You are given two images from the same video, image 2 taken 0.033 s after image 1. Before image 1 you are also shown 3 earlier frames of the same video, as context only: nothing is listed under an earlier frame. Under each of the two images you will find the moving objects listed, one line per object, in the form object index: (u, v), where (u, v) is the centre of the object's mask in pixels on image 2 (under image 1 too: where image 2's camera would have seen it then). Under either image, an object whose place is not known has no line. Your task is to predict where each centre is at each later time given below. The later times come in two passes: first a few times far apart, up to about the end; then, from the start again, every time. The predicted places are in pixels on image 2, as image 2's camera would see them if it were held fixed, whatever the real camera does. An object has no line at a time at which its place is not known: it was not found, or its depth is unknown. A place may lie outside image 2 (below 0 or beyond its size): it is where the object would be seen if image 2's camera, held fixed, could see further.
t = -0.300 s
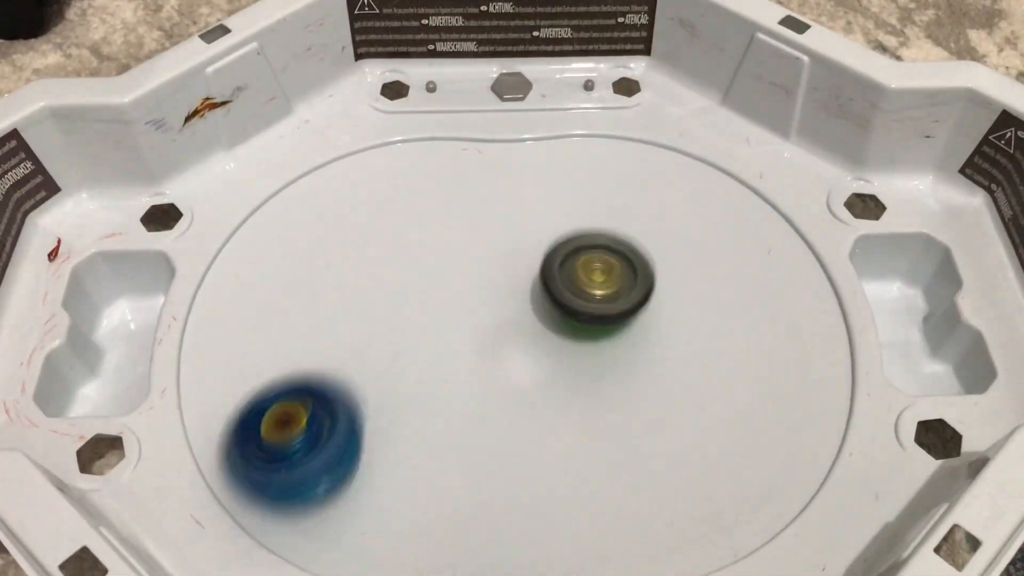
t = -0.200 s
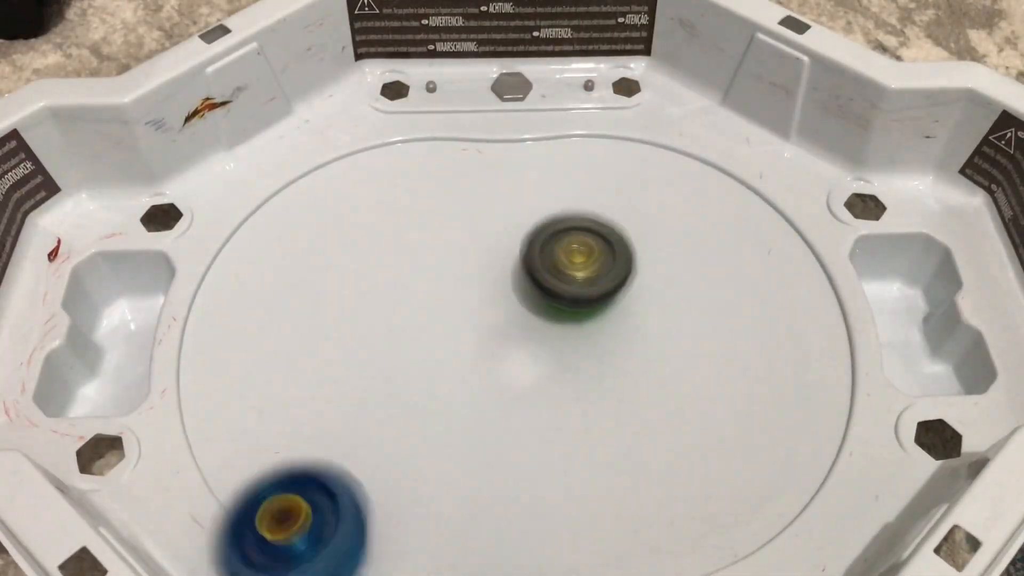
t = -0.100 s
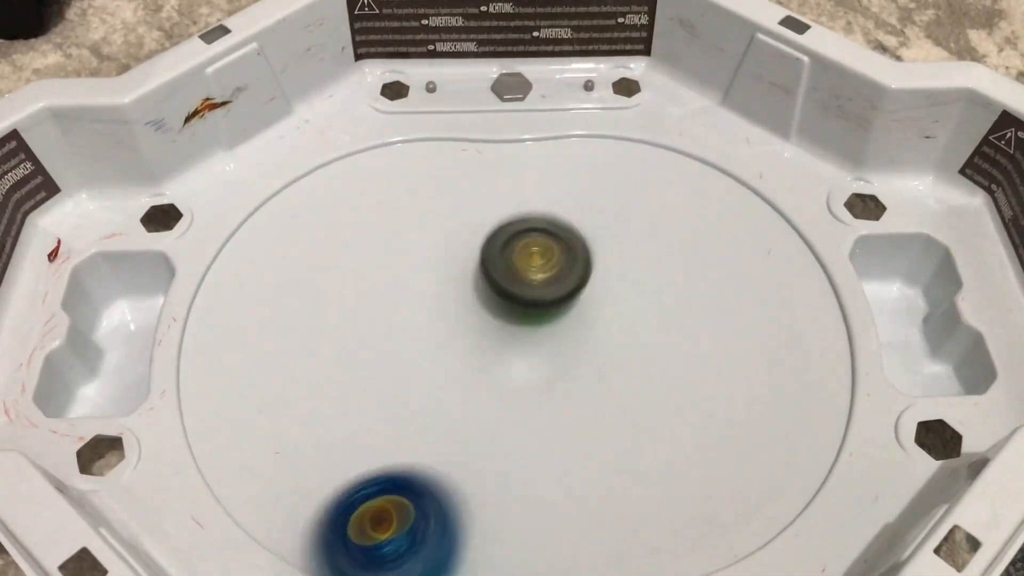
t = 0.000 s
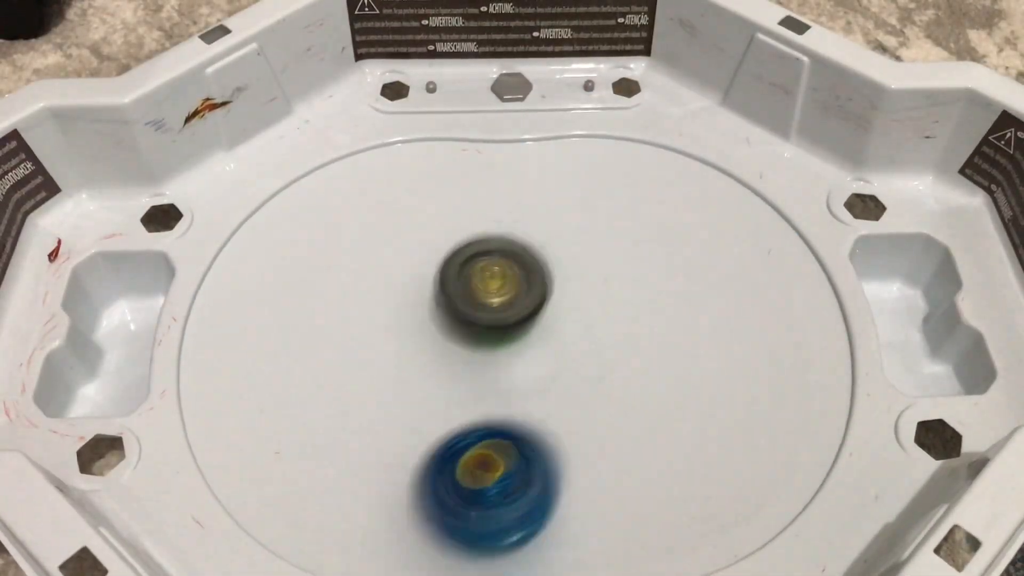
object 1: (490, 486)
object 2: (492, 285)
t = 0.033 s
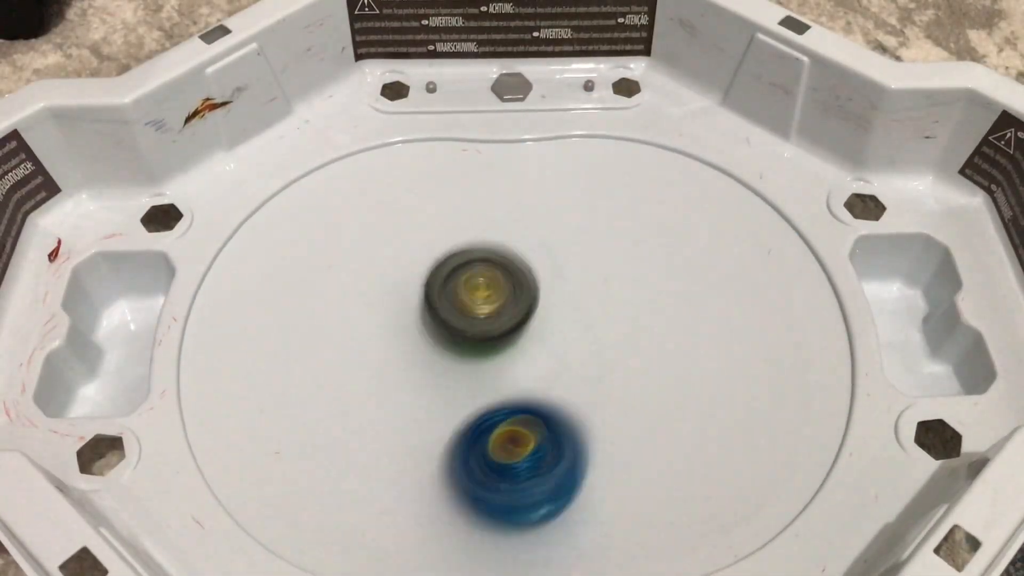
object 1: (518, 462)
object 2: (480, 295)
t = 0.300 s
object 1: (624, 259)
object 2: (452, 330)
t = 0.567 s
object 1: (509, 218)
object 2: (460, 314)
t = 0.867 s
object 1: (407, 214)
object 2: (409, 419)
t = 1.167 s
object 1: (391, 286)
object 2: (544, 333)
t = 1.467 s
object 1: (502, 253)
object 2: (616, 304)
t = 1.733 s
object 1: (427, 199)
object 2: (576, 299)
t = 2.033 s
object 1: (379, 326)
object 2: (545, 293)
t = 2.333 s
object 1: (532, 409)
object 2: (639, 307)
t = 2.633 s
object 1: (654, 396)
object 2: (602, 252)
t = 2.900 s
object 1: (602, 350)
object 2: (474, 228)
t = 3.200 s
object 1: (546, 420)
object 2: (367, 273)
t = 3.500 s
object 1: (606, 369)
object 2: (436, 350)
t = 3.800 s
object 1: (561, 270)
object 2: (437, 312)
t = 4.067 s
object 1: (513, 273)
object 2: (388, 331)
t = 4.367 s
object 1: (632, 304)
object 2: (311, 362)
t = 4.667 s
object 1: (634, 299)
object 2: (381, 328)
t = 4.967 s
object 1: (575, 371)
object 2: (430, 268)
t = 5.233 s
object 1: (614, 429)
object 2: (454, 273)
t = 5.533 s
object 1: (591, 378)
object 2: (478, 264)
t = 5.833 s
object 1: (485, 388)
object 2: (433, 241)
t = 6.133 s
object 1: (407, 407)
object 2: (432, 261)
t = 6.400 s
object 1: (456, 399)
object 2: (458, 284)
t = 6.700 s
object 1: (477, 364)
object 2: (505, 253)
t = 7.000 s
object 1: (446, 347)
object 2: (564, 281)
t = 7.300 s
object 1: (422, 324)
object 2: (577, 343)
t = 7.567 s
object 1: (429, 314)
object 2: (560, 356)
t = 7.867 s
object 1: (425, 271)
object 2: (560, 341)
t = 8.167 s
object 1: (426, 284)
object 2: (576, 311)
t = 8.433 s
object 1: (418, 274)
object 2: (675, 352)
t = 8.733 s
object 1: (428, 289)
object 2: (614, 357)
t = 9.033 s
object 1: (453, 266)
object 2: (510, 375)
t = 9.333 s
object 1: (474, 233)
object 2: (456, 339)
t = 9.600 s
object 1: (514, 247)
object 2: (468, 346)
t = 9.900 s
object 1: (590, 330)
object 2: (425, 369)
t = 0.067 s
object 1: (545, 436)
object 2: (467, 303)
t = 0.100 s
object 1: (569, 409)
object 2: (455, 313)
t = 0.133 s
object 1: (589, 381)
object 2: (447, 319)
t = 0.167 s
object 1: (605, 353)
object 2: (442, 323)
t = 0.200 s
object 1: (617, 327)
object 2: (440, 327)
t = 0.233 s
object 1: (623, 301)
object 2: (442, 329)
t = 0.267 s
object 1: (625, 279)
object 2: (446, 330)
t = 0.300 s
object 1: (624, 259)
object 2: (452, 330)
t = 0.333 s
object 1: (619, 241)
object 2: (459, 330)
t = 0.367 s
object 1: (610, 228)
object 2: (467, 329)
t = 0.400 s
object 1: (598, 218)
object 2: (475, 325)
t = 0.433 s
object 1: (584, 211)
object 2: (478, 322)
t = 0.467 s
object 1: (567, 208)
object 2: (475, 320)
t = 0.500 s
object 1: (549, 208)
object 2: (469, 317)
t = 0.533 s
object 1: (529, 212)
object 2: (463, 315)
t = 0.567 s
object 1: (509, 218)
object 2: (460, 314)
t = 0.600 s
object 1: (489, 225)
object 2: (456, 317)
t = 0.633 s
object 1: (479, 222)
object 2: (439, 333)
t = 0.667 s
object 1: (471, 213)
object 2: (423, 353)
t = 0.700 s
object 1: (462, 206)
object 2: (410, 370)
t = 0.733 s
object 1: (452, 203)
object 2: (400, 385)
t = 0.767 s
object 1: (441, 202)
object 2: (394, 399)
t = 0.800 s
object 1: (430, 204)
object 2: (395, 408)
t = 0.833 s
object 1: (418, 207)
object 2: (399, 416)
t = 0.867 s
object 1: (407, 214)
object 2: (409, 419)
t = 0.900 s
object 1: (397, 221)
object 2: (423, 417)
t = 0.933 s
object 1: (387, 230)
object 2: (437, 413)
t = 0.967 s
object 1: (380, 240)
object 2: (454, 404)
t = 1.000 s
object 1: (374, 249)
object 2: (470, 393)
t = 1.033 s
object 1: (371, 259)
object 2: (486, 380)
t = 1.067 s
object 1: (372, 268)
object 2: (501, 367)
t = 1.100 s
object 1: (375, 275)
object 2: (516, 353)
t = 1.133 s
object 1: (382, 281)
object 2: (531, 340)
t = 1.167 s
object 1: (391, 286)
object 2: (544, 333)
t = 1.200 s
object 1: (404, 290)
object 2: (558, 330)
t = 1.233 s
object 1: (419, 292)
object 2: (572, 327)
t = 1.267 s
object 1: (435, 293)
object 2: (582, 323)
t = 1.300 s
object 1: (452, 292)
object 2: (593, 315)
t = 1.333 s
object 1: (470, 290)
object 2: (596, 310)
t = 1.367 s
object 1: (481, 283)
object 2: (601, 308)
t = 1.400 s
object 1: (490, 274)
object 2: (609, 307)
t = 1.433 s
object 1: (499, 265)
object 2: (612, 305)
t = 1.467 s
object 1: (502, 253)
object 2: (616, 304)
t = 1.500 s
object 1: (499, 238)
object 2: (624, 308)
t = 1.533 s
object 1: (493, 223)
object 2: (628, 310)
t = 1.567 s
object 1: (486, 212)
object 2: (629, 310)
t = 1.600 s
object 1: (477, 204)
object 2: (625, 311)
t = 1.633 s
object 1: (467, 199)
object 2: (619, 308)
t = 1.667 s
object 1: (455, 197)
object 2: (607, 307)
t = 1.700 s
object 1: (442, 197)
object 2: (594, 302)
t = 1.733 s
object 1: (427, 199)
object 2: (576, 299)
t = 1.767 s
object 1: (411, 204)
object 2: (561, 295)
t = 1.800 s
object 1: (398, 213)
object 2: (543, 291)
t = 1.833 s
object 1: (389, 226)
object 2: (529, 289)
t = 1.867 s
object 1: (385, 244)
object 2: (514, 287)
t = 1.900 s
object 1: (384, 261)
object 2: (506, 282)
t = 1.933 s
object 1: (377, 278)
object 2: (510, 284)
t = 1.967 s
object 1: (374, 295)
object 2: (520, 287)
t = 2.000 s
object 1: (373, 310)
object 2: (531, 289)
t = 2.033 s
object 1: (379, 326)
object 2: (545, 293)
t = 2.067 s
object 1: (389, 342)
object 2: (560, 295)
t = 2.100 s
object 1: (405, 358)
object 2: (572, 300)
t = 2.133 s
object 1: (424, 370)
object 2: (587, 302)
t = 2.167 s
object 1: (446, 381)
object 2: (597, 306)
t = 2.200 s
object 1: (469, 389)
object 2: (606, 309)
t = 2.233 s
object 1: (494, 395)
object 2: (610, 313)
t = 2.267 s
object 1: (518, 397)
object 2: (613, 318)
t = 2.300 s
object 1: (525, 404)
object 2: (626, 313)
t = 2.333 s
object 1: (532, 409)
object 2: (639, 307)
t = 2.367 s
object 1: (543, 413)
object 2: (647, 301)
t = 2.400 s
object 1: (556, 414)
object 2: (651, 295)
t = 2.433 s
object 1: (571, 412)
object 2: (652, 293)
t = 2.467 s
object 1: (586, 411)
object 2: (648, 291)
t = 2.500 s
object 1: (603, 406)
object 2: (642, 292)
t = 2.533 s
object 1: (619, 403)
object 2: (633, 287)
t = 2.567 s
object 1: (632, 405)
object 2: (625, 270)
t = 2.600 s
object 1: (644, 403)
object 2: (616, 262)
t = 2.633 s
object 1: (654, 396)
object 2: (602, 252)
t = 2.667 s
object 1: (659, 387)
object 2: (591, 243)
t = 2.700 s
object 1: (659, 375)
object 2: (578, 243)
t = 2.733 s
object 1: (655, 363)
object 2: (561, 243)
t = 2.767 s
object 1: (645, 350)
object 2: (550, 244)
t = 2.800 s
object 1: (630, 338)
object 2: (538, 248)
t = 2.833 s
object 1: (614, 330)
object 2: (526, 252)
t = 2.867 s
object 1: (610, 339)
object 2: (502, 238)
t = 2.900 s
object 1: (602, 350)
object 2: (474, 228)
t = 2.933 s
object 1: (592, 360)
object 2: (449, 221)
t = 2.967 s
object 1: (581, 370)
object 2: (430, 219)
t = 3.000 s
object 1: (571, 380)
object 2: (410, 221)
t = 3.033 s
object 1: (561, 390)
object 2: (393, 222)
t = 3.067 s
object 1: (554, 398)
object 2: (380, 231)
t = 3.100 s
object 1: (549, 405)
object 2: (372, 237)
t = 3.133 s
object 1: (545, 412)
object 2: (366, 248)
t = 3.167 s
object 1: (544, 416)
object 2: (364, 258)
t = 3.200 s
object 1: (546, 420)
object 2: (367, 273)
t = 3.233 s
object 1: (549, 423)
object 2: (371, 285)
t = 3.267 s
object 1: (553, 423)
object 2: (379, 299)
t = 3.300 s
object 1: (560, 422)
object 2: (391, 311)
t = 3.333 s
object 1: (567, 419)
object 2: (402, 324)
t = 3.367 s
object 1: (572, 413)
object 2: (415, 334)
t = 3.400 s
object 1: (576, 402)
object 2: (430, 343)
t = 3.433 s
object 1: (577, 389)
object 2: (446, 353)
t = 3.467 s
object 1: (588, 379)
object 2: (446, 352)
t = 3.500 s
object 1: (606, 369)
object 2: (436, 350)
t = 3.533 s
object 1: (621, 357)
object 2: (429, 345)
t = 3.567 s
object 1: (629, 344)
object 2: (422, 341)
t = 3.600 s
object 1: (631, 331)
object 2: (419, 335)
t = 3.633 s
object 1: (629, 317)
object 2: (417, 331)
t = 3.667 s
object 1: (622, 305)
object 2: (419, 325)
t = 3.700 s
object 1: (611, 293)
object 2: (421, 322)
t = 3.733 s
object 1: (596, 283)
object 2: (425, 317)
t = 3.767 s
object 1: (579, 275)
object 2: (430, 316)
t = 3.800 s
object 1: (561, 270)
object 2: (437, 312)
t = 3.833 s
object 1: (549, 264)
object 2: (438, 311)
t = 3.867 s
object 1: (547, 257)
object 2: (424, 312)
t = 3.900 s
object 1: (543, 254)
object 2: (415, 313)
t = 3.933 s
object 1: (537, 254)
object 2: (408, 316)
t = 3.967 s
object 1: (528, 256)
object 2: (404, 320)
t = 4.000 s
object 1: (518, 261)
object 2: (402, 324)
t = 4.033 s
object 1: (507, 268)
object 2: (403, 326)
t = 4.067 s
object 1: (513, 273)
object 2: (388, 331)
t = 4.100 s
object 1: (530, 276)
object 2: (361, 340)
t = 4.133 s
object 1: (546, 281)
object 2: (341, 347)
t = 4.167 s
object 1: (562, 287)
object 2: (328, 353)
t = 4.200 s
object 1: (577, 293)
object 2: (319, 358)
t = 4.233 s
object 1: (591, 297)
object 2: (313, 363)
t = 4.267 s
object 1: (603, 300)
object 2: (310, 365)
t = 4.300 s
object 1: (614, 302)
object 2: (308, 365)
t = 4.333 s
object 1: (624, 304)
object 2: (309, 363)
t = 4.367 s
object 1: (632, 304)
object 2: (311, 362)
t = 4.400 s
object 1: (639, 304)
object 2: (315, 362)
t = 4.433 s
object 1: (644, 304)
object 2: (320, 360)
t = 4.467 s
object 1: (649, 302)
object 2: (326, 355)
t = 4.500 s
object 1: (652, 301)
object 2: (334, 349)
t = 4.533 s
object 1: (652, 300)
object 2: (342, 348)
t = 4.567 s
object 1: (651, 300)
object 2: (352, 342)
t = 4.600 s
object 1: (648, 299)
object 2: (361, 338)
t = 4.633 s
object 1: (642, 299)
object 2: (370, 333)
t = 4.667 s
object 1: (634, 299)
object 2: (381, 328)
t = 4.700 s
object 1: (624, 300)
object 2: (392, 324)
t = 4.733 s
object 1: (612, 303)
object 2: (404, 320)
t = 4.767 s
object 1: (601, 306)
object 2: (415, 315)
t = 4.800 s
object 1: (589, 311)
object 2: (427, 311)
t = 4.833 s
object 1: (576, 317)
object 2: (437, 308)
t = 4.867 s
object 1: (568, 327)
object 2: (441, 301)
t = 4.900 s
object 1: (573, 342)
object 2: (435, 287)
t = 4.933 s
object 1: (574, 357)
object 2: (431, 277)
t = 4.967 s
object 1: (575, 371)
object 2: (430, 268)
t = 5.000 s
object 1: (577, 384)
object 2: (429, 263)
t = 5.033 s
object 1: (579, 396)
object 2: (430, 261)
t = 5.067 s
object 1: (583, 406)
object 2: (432, 259)
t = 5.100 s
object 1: (588, 413)
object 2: (435, 260)
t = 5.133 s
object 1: (593, 420)
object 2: (438, 261)
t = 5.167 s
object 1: (600, 425)
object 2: (442, 266)
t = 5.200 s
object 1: (607, 428)
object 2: (448, 269)
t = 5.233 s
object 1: (614, 429)
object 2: (454, 273)
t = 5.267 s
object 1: (618, 428)
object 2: (460, 279)
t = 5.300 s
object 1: (623, 421)
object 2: (466, 284)
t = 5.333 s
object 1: (624, 414)
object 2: (472, 291)
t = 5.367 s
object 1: (621, 405)
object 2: (478, 296)
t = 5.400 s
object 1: (616, 396)
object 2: (484, 300)
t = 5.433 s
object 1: (608, 385)
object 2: (488, 305)
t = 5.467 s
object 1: (596, 374)
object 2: (491, 304)
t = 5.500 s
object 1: (594, 374)
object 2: (489, 284)
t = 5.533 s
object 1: (591, 378)
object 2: (478, 264)
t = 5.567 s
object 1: (582, 381)
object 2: (469, 247)
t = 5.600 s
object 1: (571, 383)
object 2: (462, 237)
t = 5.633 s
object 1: (557, 384)
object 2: (455, 230)
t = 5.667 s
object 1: (544, 386)
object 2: (449, 228)
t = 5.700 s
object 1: (532, 387)
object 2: (444, 229)
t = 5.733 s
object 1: (518, 388)
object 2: (441, 231)
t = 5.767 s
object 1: (506, 389)
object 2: (438, 233)
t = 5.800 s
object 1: (494, 389)
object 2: (435, 236)
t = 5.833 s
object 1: (485, 388)
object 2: (433, 241)
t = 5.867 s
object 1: (476, 386)
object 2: (432, 246)
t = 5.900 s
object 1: (467, 383)
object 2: (430, 250)
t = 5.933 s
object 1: (456, 380)
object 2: (429, 255)
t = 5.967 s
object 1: (445, 378)
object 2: (427, 259)
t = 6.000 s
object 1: (435, 378)
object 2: (426, 266)
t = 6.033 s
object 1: (424, 386)
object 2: (428, 263)
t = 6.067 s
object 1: (418, 394)
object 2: (430, 259)
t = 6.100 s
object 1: (411, 401)
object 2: (432, 258)
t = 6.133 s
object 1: (407, 407)
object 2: (432, 261)
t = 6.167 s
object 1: (408, 414)
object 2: (434, 263)
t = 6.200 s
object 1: (412, 417)
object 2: (435, 266)
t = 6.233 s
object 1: (419, 417)
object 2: (438, 270)
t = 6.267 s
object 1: (425, 415)
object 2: (440, 274)
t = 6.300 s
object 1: (432, 412)
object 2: (444, 277)
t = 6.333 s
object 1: (440, 405)
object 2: (448, 281)
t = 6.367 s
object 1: (449, 402)
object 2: (453, 285)
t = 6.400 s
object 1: (456, 399)
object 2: (458, 284)
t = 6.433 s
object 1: (462, 396)
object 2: (464, 280)
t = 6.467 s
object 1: (467, 392)
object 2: (469, 278)
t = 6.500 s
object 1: (470, 392)
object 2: (476, 268)
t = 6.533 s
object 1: (472, 390)
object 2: (484, 259)
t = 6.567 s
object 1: (473, 387)
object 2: (490, 255)
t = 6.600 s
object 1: (475, 383)
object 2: (495, 250)
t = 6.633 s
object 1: (477, 377)
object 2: (499, 248)
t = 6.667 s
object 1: (477, 371)
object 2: (502, 249)
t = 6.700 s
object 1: (477, 364)
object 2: (505, 253)
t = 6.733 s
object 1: (473, 363)
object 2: (514, 250)
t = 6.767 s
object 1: (468, 362)
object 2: (522, 248)
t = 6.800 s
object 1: (463, 361)
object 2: (530, 246)
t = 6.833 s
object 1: (458, 359)
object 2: (536, 247)
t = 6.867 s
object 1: (454, 357)
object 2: (543, 251)
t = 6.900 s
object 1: (452, 354)
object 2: (550, 258)
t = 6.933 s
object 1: (449, 352)
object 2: (556, 264)
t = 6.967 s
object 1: (447, 349)
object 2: (561, 271)
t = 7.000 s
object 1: (446, 347)
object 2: (564, 281)
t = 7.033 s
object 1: (445, 345)
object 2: (567, 288)
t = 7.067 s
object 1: (443, 342)
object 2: (569, 299)
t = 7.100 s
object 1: (444, 339)
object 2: (570, 305)
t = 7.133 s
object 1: (442, 336)
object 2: (571, 311)
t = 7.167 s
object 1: (437, 333)
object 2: (575, 320)
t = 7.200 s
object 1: (432, 329)
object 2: (577, 328)
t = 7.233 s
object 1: (427, 327)
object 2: (580, 331)
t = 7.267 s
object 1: (424, 326)
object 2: (580, 338)
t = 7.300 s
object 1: (422, 324)
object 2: (577, 343)
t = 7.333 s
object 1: (420, 324)
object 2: (573, 348)
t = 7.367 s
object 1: (420, 324)
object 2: (570, 350)
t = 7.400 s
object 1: (422, 323)
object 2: (569, 350)
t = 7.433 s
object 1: (424, 323)
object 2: (561, 351)
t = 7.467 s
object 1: (427, 323)
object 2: (556, 353)
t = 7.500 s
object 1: (431, 322)
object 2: (554, 352)
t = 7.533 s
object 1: (430, 318)
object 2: (559, 354)
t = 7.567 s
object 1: (429, 314)
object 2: (560, 356)
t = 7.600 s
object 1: (430, 311)
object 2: (559, 356)
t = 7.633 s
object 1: (432, 308)
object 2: (561, 353)
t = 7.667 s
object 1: (433, 306)
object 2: (561, 351)
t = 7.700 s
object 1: (436, 303)
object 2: (558, 349)
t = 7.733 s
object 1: (440, 300)
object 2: (552, 346)
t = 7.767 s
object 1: (437, 291)
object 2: (557, 346)
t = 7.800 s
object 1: (434, 283)
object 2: (562, 346)
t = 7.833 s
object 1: (429, 276)
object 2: (562, 344)
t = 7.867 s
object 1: (425, 271)
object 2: (560, 341)
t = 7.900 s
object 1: (420, 266)
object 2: (561, 337)
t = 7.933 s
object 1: (416, 264)
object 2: (561, 333)
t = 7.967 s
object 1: (414, 264)
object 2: (562, 329)
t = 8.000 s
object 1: (413, 264)
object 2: (564, 328)
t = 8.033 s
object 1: (414, 267)
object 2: (568, 325)
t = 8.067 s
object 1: (416, 270)
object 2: (571, 323)
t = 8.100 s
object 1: (417, 273)
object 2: (572, 318)
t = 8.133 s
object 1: (421, 279)
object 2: (574, 315)
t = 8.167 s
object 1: (426, 284)
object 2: (576, 311)
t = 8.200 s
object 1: (434, 291)
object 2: (575, 309)
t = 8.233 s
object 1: (446, 297)
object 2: (574, 308)
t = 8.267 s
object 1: (453, 301)
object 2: (577, 310)
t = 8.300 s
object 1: (442, 294)
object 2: (602, 319)
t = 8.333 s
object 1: (434, 288)
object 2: (629, 331)
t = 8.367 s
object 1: (428, 282)
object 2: (650, 337)
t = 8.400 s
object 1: (423, 279)
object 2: (664, 343)
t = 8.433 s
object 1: (418, 274)
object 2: (675, 352)
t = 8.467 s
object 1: (414, 272)
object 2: (681, 352)
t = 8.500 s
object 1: (411, 270)
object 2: (681, 357)
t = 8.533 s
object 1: (410, 271)
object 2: (681, 357)
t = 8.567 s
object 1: (409, 270)
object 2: (673, 361)
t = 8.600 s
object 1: (410, 272)
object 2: (665, 362)
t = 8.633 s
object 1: (411, 274)
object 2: (657, 358)
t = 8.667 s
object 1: (415, 279)
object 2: (642, 358)
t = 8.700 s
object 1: (419, 283)
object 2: (628, 358)
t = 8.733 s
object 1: (428, 289)
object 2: (614, 357)
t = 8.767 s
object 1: (437, 294)
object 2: (597, 357)
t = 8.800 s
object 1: (447, 299)
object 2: (580, 357)
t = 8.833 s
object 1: (456, 301)
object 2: (565, 357)
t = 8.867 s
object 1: (457, 296)
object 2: (554, 367)
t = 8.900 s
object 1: (456, 287)
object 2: (548, 375)
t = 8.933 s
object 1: (454, 279)
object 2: (539, 380)
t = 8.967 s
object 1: (454, 273)
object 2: (529, 380)
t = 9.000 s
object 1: (454, 270)
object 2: (519, 378)
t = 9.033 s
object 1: (453, 266)
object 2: (510, 375)
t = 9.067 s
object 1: (455, 262)
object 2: (500, 369)
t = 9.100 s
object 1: (456, 258)
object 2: (491, 361)
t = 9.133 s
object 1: (458, 254)
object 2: (482, 357)
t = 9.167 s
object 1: (460, 245)
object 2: (472, 357)
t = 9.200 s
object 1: (462, 239)
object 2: (466, 358)
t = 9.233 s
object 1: (465, 236)
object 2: (460, 356)
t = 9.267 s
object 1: (466, 234)
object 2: (457, 352)
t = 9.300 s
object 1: (468, 233)
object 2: (455, 347)
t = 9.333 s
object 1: (474, 233)
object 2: (456, 339)
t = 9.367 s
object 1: (478, 233)
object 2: (458, 333)
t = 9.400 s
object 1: (483, 232)
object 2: (459, 329)
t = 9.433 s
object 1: (491, 231)
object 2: (457, 333)
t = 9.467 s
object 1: (499, 231)
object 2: (455, 338)
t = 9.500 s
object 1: (504, 232)
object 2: (458, 340)
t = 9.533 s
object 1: (510, 236)
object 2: (459, 342)
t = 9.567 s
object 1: (512, 242)
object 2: (464, 344)
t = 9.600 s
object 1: (514, 247)
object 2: (468, 346)
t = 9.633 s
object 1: (516, 254)
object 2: (473, 348)
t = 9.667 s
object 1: (517, 261)
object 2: (477, 349)
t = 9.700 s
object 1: (520, 268)
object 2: (473, 354)
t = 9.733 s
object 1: (527, 277)
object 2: (464, 364)
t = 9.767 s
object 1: (535, 286)
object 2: (458, 365)
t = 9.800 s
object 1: (543, 296)
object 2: (453, 369)
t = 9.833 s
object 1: (554, 309)
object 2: (446, 367)
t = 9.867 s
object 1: (573, 321)
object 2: (435, 367)
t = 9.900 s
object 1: (590, 330)
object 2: (425, 369)
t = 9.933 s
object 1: (604, 337)
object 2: (416, 372)
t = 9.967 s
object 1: (617, 344)
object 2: (410, 374)
